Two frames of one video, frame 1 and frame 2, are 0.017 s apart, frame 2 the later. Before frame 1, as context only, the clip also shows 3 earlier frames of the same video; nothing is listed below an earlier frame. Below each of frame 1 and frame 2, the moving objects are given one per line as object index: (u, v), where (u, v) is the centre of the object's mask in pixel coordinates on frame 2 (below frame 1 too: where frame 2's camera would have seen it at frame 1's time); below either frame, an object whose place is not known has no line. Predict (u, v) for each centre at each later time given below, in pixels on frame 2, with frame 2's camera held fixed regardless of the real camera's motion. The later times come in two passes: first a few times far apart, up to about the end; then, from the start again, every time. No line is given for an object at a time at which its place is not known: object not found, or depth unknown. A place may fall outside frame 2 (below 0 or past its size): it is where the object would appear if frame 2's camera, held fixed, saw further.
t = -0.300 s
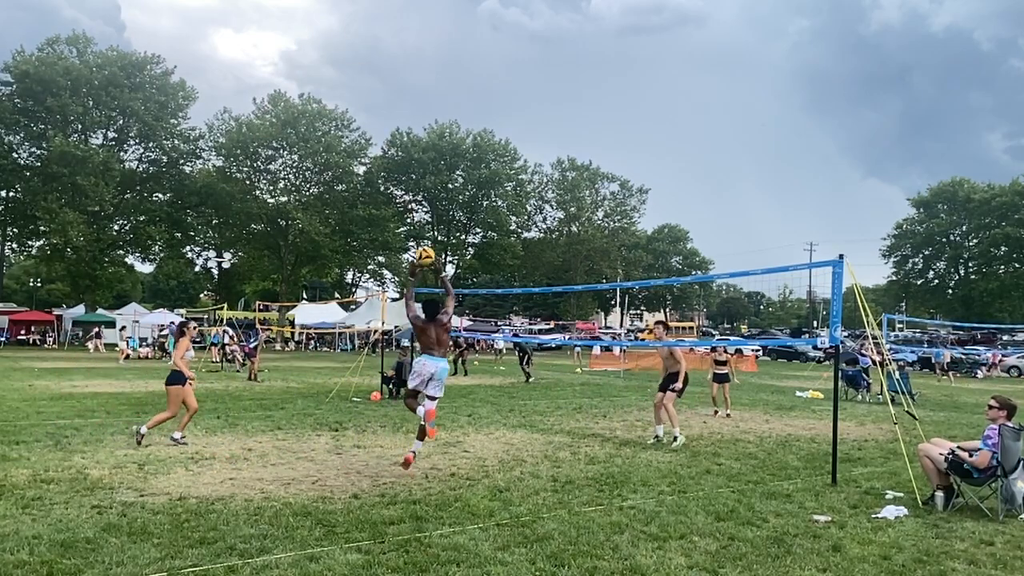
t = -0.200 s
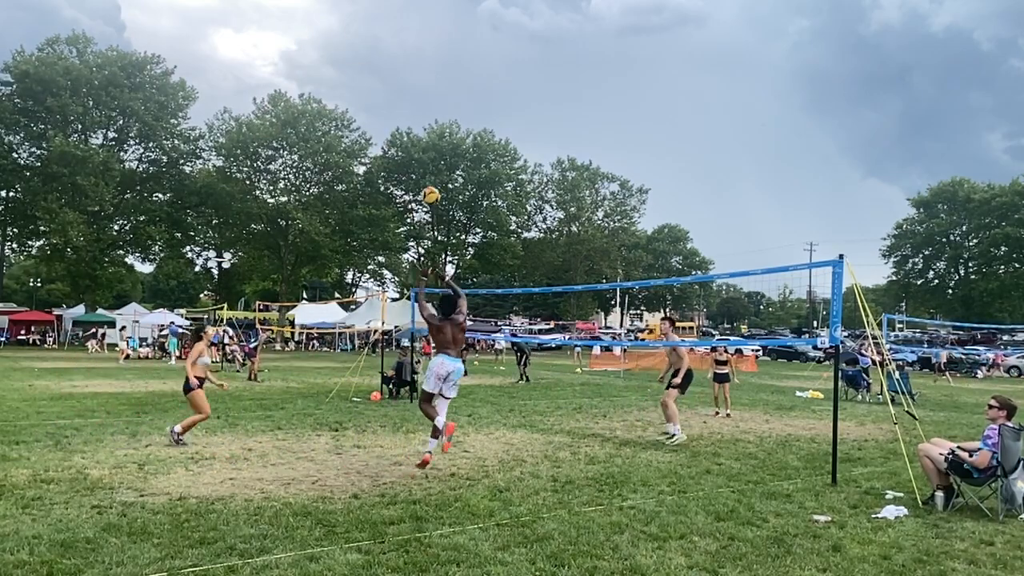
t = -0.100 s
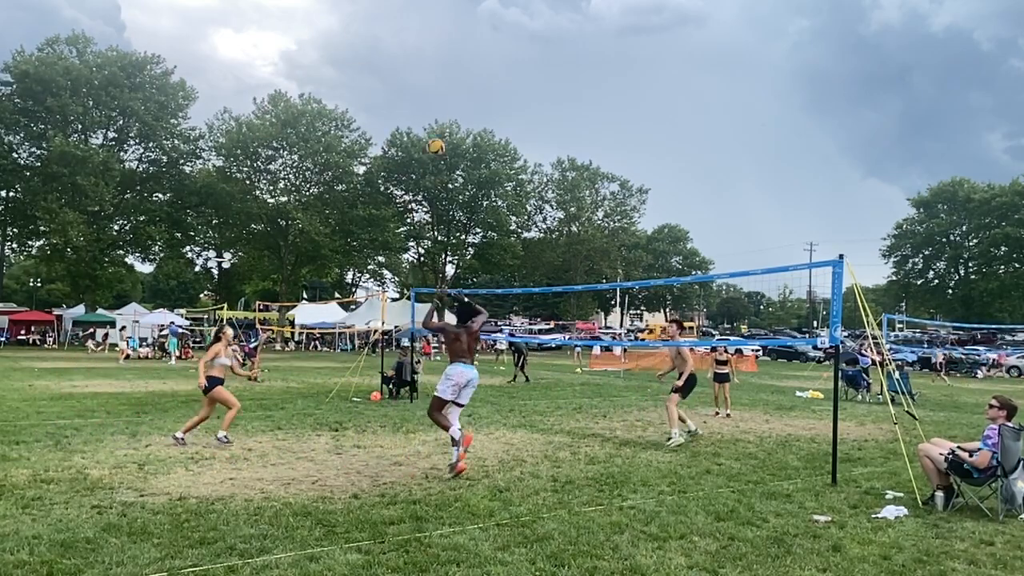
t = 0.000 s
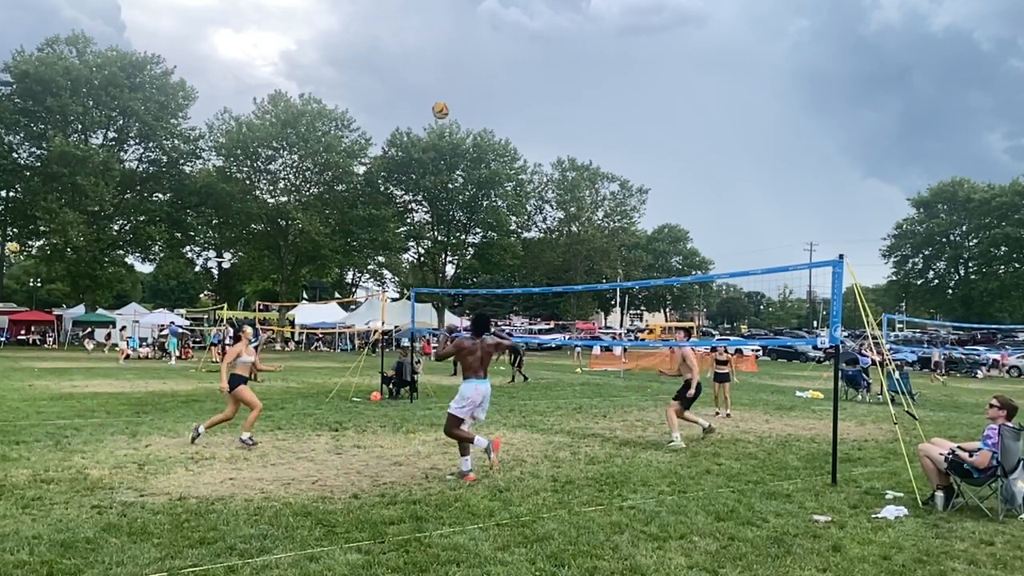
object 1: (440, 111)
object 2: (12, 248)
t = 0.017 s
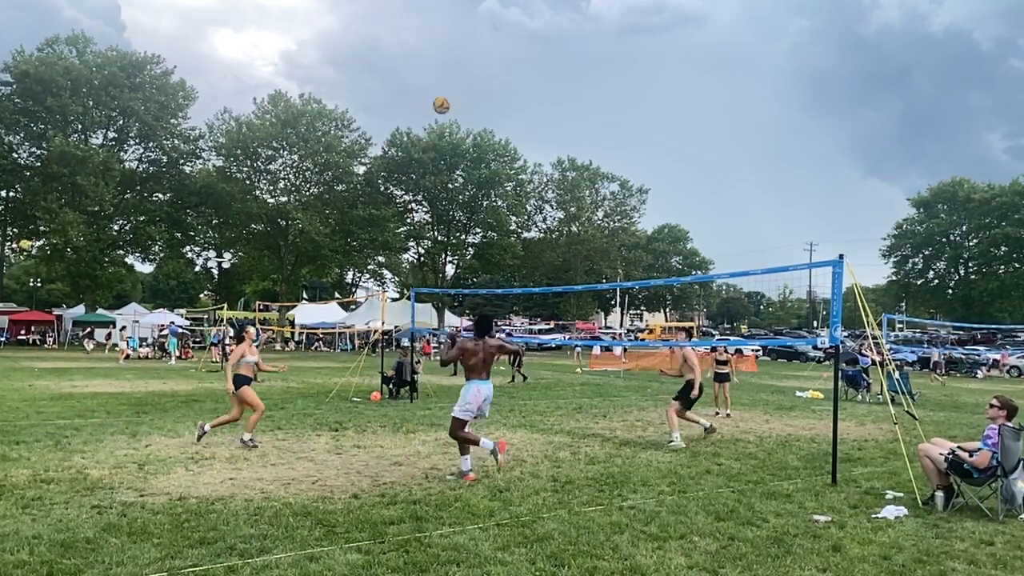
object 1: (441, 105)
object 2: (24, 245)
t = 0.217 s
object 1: (450, 62)
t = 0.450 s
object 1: (459, 55)
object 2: (245, 234)
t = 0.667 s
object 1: (466, 83)
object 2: (318, 253)
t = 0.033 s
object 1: (442, 100)
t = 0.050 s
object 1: (443, 95)
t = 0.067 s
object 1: (444, 91)
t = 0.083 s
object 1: (444, 87)
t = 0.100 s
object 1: (445, 83)
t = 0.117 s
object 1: (446, 79)
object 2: (86, 234)
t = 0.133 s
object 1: (447, 76)
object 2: (96, 233)
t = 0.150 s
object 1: (447, 73)
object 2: (107, 232)
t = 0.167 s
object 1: (448, 70)
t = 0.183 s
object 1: (449, 67)
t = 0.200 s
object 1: (450, 65)
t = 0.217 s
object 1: (450, 62)
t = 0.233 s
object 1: (451, 61)
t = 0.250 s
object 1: (452, 59)
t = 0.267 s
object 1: (452, 58)
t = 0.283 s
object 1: (453, 56)
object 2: (174, 229)
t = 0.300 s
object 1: (454, 55)
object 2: (182, 230)
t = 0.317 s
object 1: (455, 54)
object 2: (189, 230)
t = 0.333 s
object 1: (455, 54)
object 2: (197, 230)
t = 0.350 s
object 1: (456, 53)
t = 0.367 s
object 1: (456, 53)
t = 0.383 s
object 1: (457, 53)
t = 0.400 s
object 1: (457, 53)
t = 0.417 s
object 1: (458, 54)
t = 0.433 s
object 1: (459, 54)
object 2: (238, 234)
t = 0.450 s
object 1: (459, 55)
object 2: (245, 234)
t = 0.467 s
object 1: (460, 56)
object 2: (251, 236)
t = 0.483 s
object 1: (460, 57)
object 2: (257, 236)
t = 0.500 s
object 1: (461, 59)
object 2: (263, 238)
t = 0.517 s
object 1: (462, 60)
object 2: (269, 239)
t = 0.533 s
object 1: (462, 62)
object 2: (274, 240)
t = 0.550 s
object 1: (463, 64)
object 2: (280, 242)
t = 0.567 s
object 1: (463, 66)
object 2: (286, 243)
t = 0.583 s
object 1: (464, 68)
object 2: (291, 244)
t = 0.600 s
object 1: (464, 71)
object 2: (297, 246)
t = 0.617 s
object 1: (465, 74)
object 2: (302, 248)
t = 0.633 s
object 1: (465, 77)
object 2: (308, 249)
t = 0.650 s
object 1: (466, 80)
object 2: (312, 251)
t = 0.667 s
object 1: (466, 83)
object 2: (318, 253)
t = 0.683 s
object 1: (467, 87)
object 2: (324, 255)
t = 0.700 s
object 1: (468, 90)
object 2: (329, 258)
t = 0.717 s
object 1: (468, 94)
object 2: (333, 259)
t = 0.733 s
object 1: (469, 99)
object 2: (338, 262)
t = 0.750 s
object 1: (469, 103)
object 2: (342, 264)
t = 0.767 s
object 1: (469, 107)
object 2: (347, 267)
